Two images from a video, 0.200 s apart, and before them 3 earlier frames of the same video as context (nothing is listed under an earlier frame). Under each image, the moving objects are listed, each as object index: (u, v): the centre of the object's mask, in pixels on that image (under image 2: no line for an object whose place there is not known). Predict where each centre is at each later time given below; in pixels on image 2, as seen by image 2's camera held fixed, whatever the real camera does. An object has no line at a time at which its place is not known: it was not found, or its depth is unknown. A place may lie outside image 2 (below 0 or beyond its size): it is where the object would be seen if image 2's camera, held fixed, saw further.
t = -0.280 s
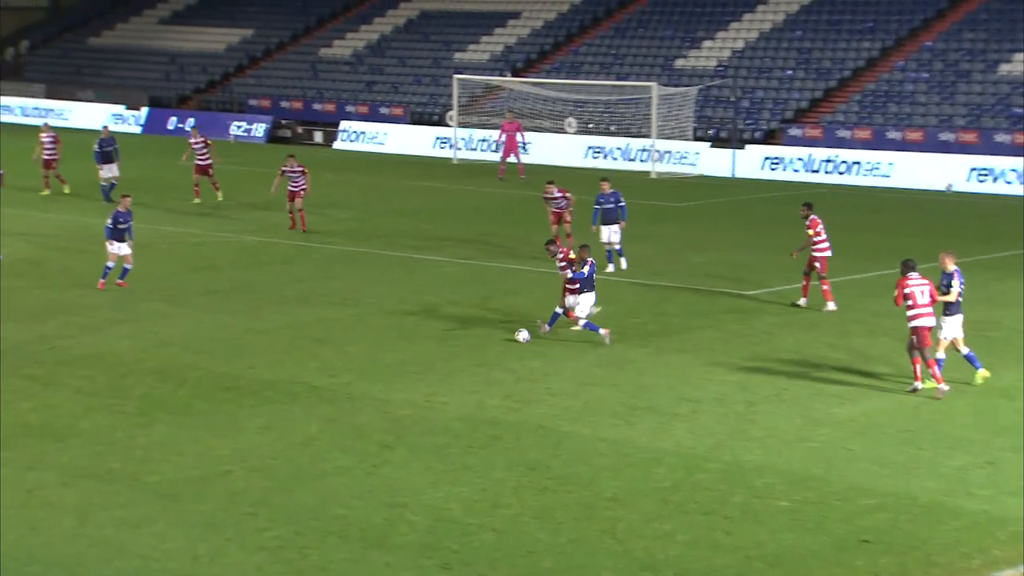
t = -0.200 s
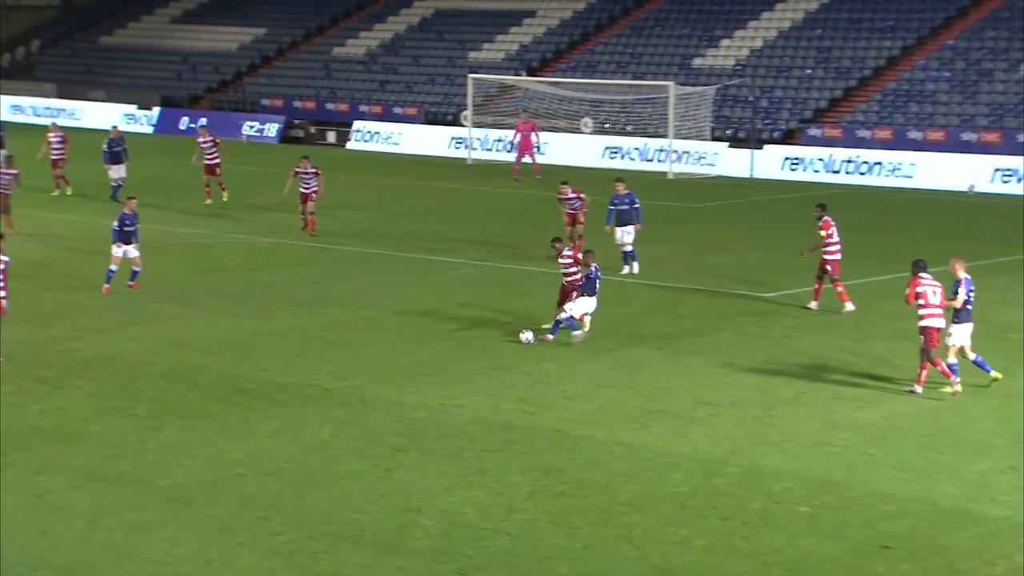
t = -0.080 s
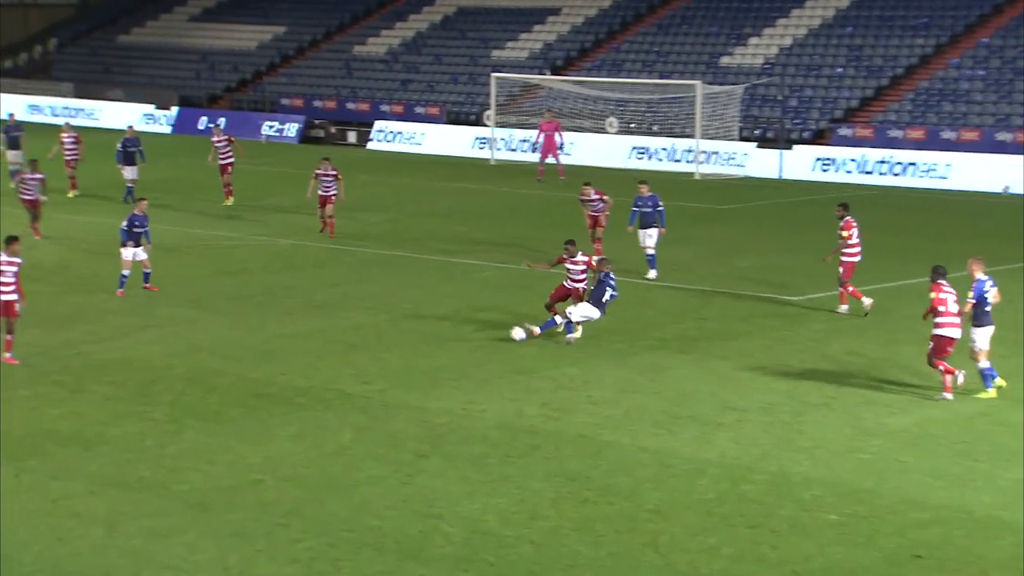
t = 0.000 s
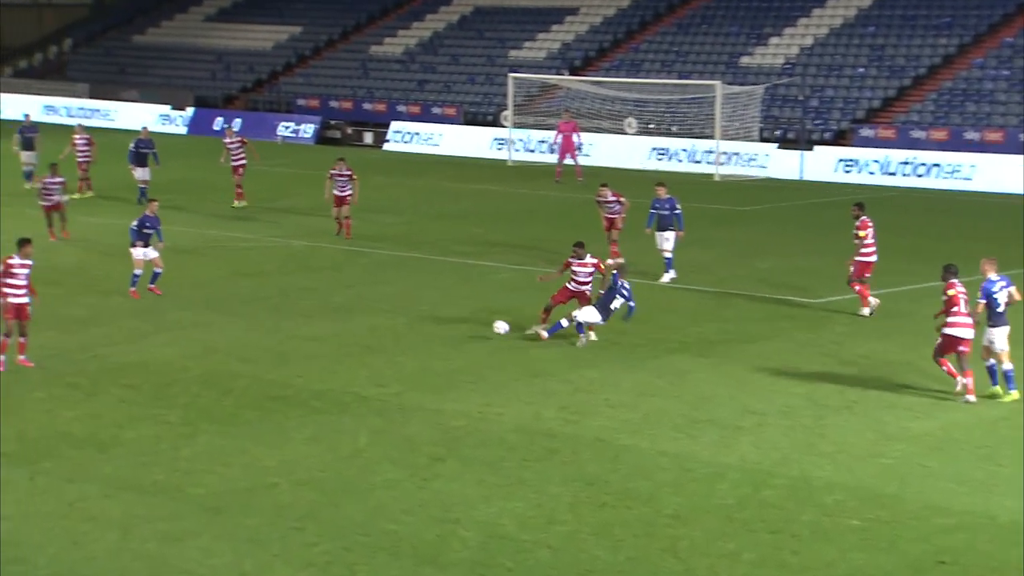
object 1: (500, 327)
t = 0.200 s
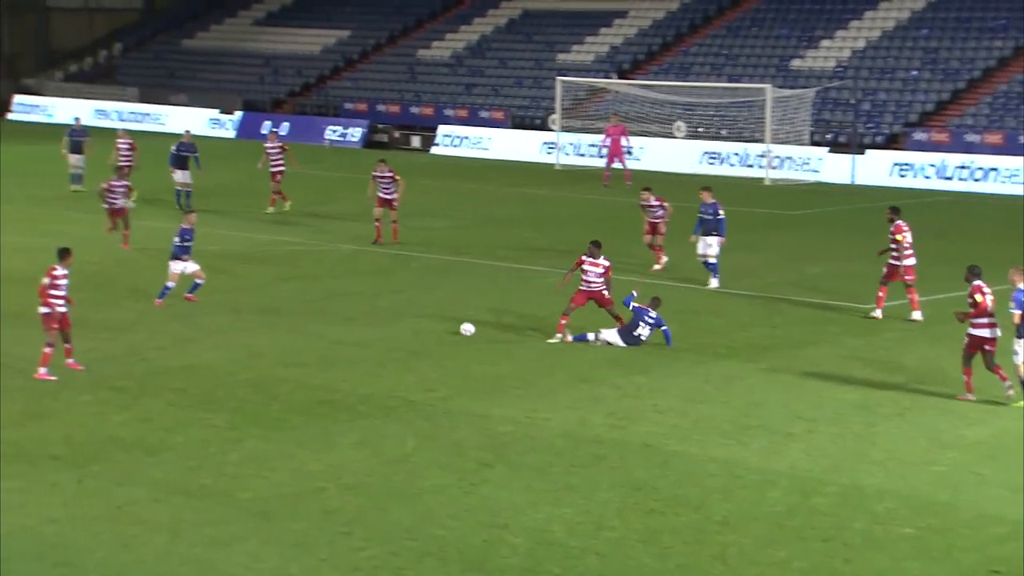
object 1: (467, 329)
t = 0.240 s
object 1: (454, 325)
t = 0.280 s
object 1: (441, 323)
